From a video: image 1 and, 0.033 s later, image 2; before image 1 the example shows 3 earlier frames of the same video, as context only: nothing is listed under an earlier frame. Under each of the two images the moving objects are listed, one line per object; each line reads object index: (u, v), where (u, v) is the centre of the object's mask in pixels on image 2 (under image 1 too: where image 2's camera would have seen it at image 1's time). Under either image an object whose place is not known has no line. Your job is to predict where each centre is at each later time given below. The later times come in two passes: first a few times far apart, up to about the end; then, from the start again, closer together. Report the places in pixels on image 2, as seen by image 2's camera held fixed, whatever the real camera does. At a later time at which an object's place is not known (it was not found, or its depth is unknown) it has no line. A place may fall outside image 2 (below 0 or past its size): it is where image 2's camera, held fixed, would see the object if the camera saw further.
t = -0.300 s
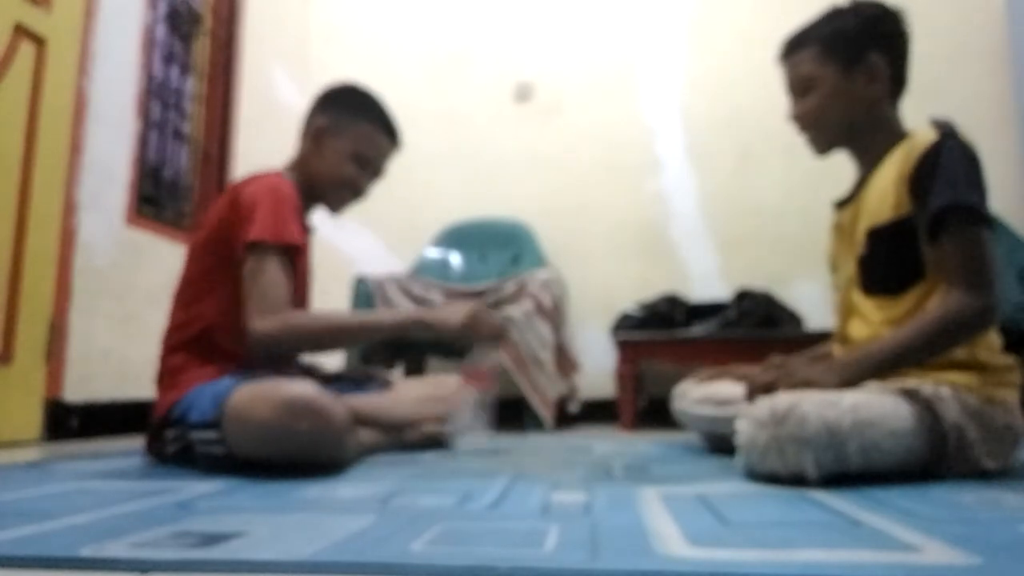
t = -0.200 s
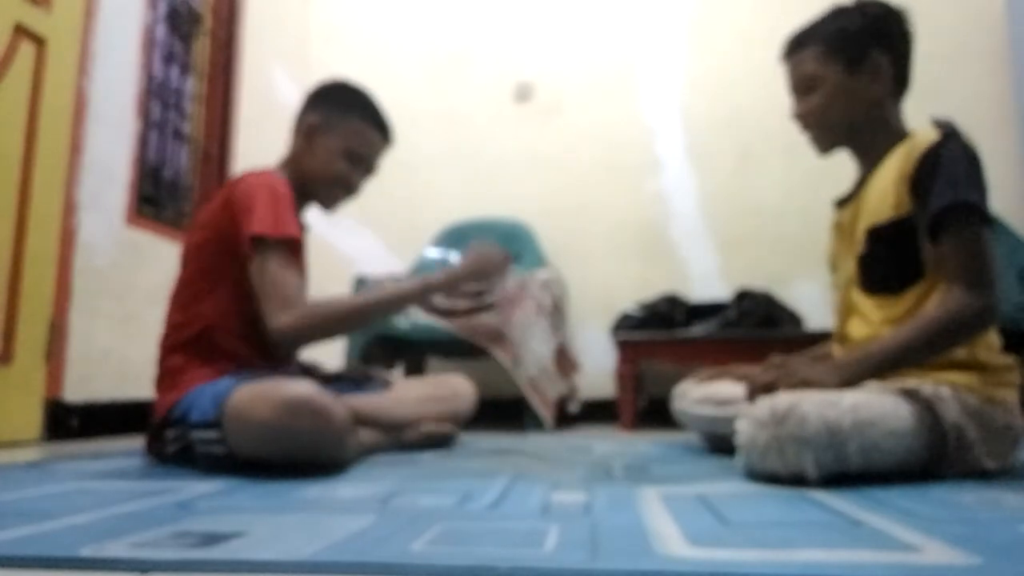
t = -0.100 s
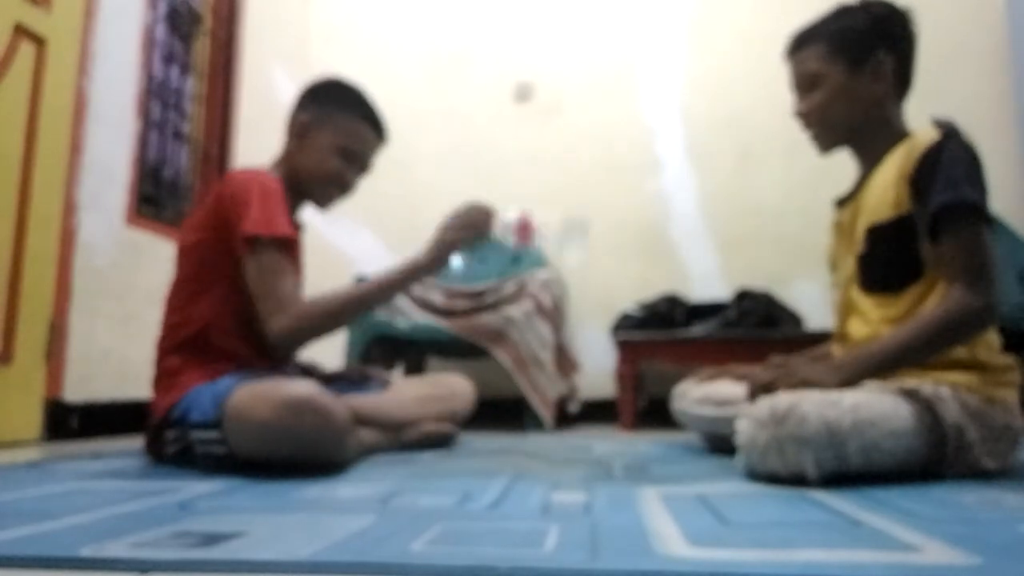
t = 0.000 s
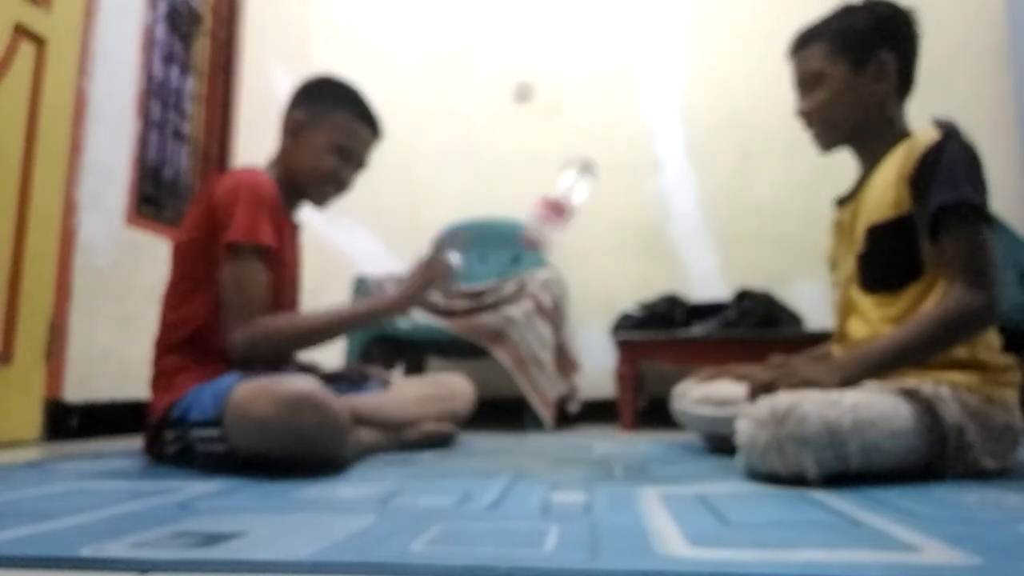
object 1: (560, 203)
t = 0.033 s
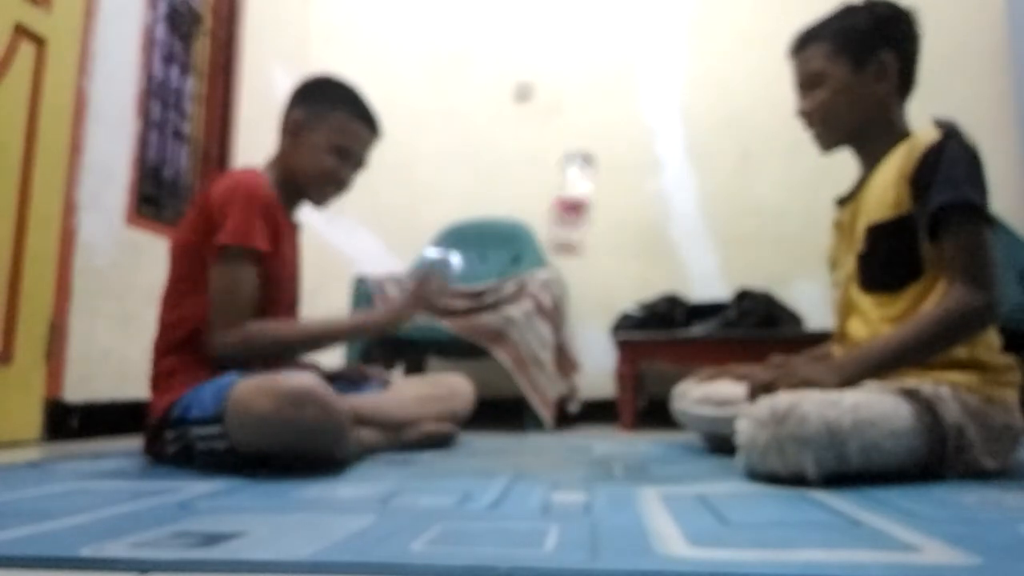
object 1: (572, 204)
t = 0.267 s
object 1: (637, 305)
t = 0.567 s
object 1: (573, 418)
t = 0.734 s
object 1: (555, 446)
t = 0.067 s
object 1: (586, 204)
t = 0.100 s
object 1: (599, 208)
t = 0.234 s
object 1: (627, 269)
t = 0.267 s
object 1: (637, 305)
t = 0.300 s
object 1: (628, 357)
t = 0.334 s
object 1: (618, 407)
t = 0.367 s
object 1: (611, 407)
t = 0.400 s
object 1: (607, 401)
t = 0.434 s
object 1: (602, 408)
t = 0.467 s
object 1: (596, 407)
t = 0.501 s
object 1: (591, 411)
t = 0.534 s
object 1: (583, 413)
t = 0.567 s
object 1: (573, 418)
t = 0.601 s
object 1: (569, 431)
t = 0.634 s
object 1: (557, 444)
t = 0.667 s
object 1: (554, 444)
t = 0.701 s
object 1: (555, 446)
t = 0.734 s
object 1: (555, 446)
